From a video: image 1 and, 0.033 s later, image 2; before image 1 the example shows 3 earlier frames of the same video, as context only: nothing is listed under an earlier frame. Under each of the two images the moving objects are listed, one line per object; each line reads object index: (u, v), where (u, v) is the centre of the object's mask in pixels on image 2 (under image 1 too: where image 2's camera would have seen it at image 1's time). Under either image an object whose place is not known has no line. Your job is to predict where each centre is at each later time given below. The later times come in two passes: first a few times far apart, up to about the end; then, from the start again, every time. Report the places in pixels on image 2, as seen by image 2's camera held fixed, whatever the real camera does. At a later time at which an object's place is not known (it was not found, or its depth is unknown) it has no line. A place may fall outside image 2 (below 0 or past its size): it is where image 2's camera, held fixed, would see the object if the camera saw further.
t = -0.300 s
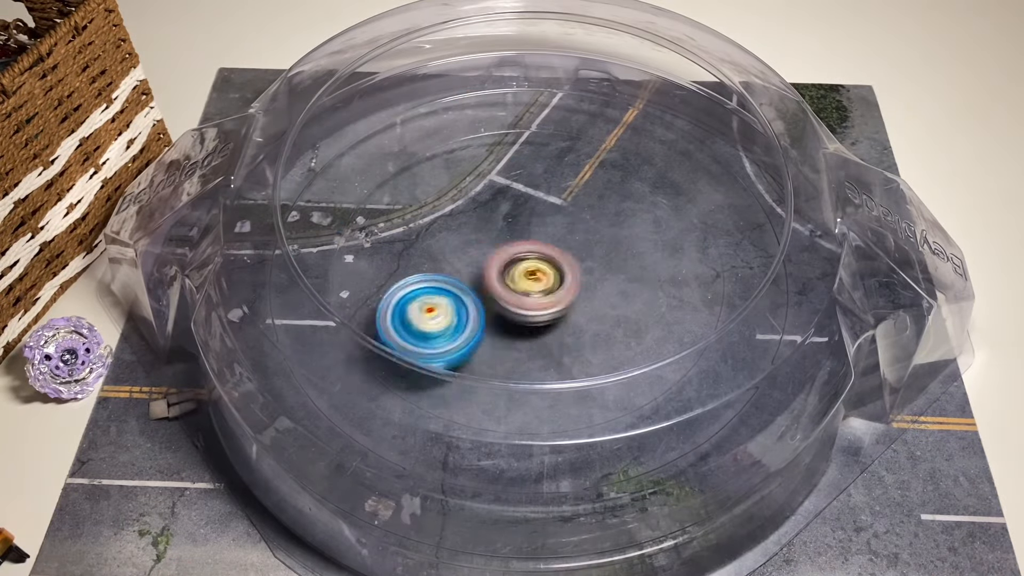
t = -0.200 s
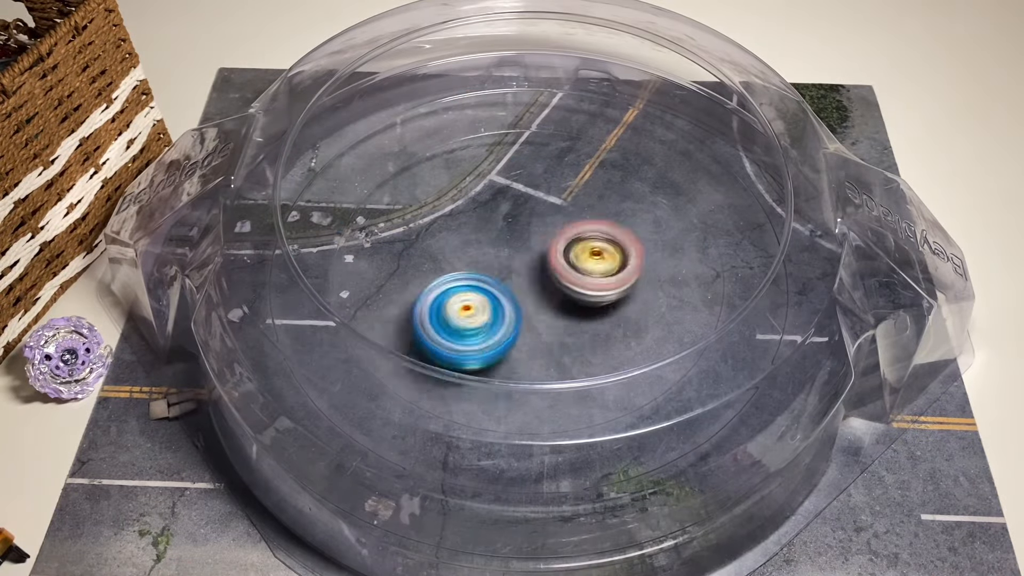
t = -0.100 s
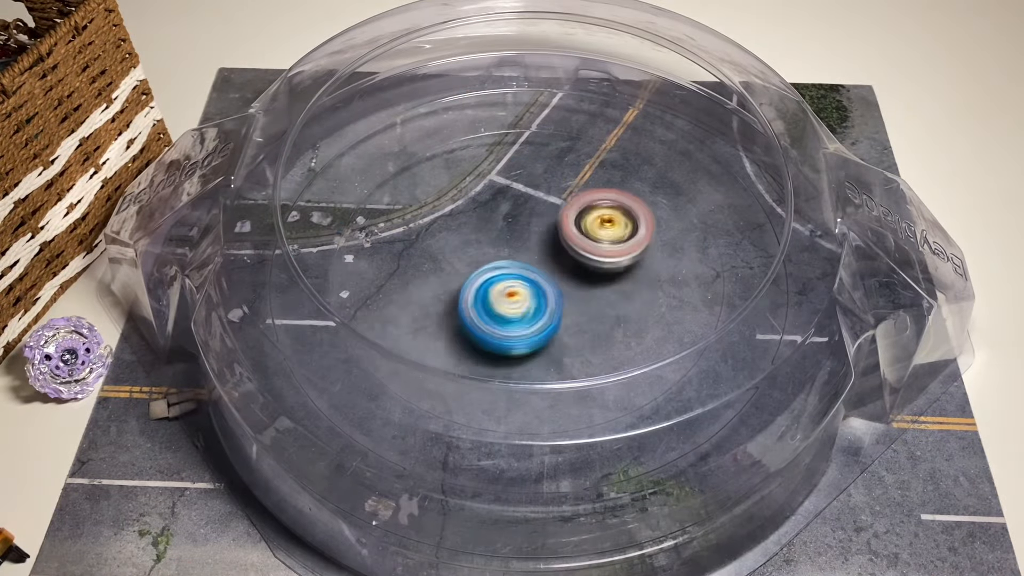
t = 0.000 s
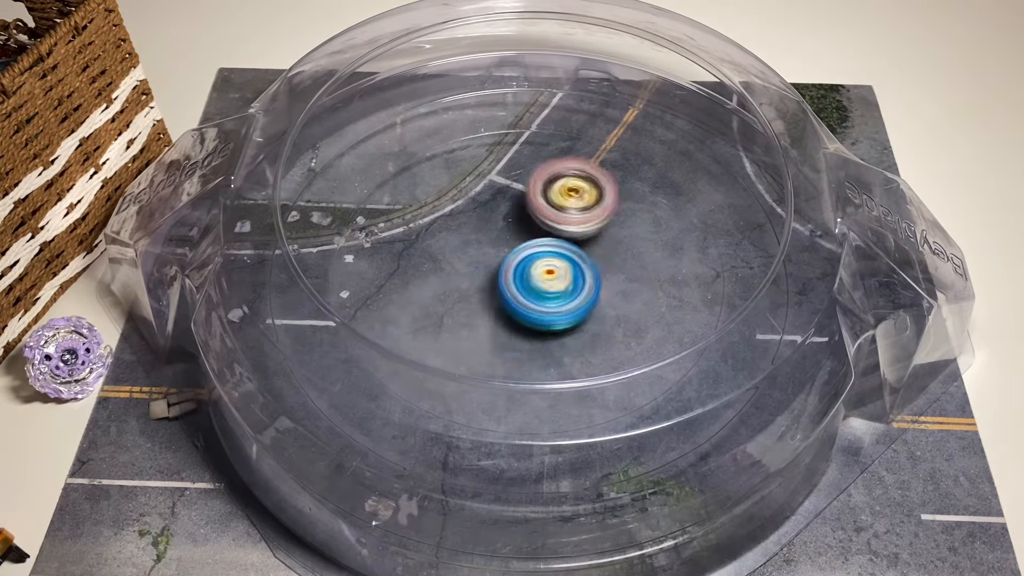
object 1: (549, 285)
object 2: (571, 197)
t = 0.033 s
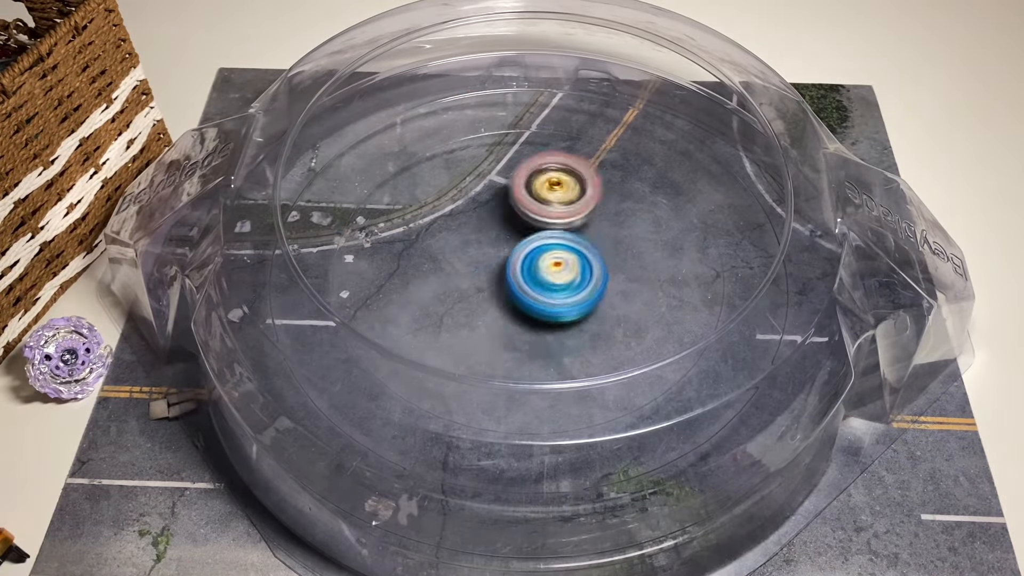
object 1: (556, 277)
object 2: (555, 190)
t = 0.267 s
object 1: (549, 250)
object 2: (449, 185)
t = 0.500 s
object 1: (539, 254)
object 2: (430, 253)
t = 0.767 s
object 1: (566, 232)
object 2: (496, 300)
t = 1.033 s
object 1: (546, 215)
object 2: (527, 294)
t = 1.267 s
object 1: (516, 218)
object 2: (529, 293)
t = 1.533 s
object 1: (505, 232)
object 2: (556, 293)
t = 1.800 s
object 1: (501, 247)
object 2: (589, 290)
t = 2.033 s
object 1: (493, 256)
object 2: (614, 290)
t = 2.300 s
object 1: (492, 267)
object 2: (615, 284)
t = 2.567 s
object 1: (415, 237)
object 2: (673, 287)
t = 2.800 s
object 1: (453, 263)
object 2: (612, 273)
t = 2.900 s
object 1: (465, 269)
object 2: (593, 268)
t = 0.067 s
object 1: (561, 270)
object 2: (537, 187)
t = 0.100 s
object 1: (563, 262)
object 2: (522, 183)
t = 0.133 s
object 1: (563, 258)
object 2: (504, 178)
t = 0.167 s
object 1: (561, 255)
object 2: (488, 176)
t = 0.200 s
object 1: (559, 252)
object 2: (472, 176)
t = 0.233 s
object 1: (554, 251)
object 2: (459, 180)
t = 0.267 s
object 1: (549, 250)
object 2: (449, 185)
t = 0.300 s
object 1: (544, 250)
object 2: (441, 194)
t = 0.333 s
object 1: (539, 250)
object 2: (436, 203)
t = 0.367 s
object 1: (534, 250)
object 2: (434, 214)
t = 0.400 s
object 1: (529, 252)
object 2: (435, 226)
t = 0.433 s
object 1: (532, 251)
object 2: (430, 235)
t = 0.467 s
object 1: (537, 255)
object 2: (428, 244)
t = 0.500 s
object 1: (539, 254)
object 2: (430, 253)
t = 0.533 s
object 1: (541, 256)
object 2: (435, 262)
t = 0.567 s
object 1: (543, 257)
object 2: (444, 270)
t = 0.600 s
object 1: (544, 256)
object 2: (454, 276)
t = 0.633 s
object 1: (550, 252)
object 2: (459, 283)
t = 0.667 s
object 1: (555, 250)
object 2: (468, 288)
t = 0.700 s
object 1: (558, 247)
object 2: (481, 292)
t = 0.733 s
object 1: (561, 243)
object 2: (493, 294)
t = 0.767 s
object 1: (566, 232)
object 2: (496, 300)
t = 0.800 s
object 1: (570, 226)
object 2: (502, 302)
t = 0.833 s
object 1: (570, 219)
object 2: (507, 302)
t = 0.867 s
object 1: (569, 215)
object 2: (512, 300)
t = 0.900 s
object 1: (565, 214)
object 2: (517, 298)
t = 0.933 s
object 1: (560, 215)
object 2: (521, 295)
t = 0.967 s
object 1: (556, 217)
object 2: (525, 292)
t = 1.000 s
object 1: (551, 218)
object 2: (528, 290)
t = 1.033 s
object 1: (546, 215)
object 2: (527, 294)
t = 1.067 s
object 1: (542, 215)
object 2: (526, 296)
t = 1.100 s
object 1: (537, 216)
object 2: (527, 295)
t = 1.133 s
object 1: (533, 216)
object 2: (528, 291)
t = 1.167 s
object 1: (528, 216)
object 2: (528, 291)
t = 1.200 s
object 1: (523, 216)
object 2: (528, 291)
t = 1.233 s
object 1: (520, 217)
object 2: (528, 291)
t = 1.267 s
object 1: (516, 218)
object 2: (529, 293)
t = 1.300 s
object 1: (513, 218)
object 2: (530, 295)
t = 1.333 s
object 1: (511, 220)
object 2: (531, 293)
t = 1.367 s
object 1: (509, 221)
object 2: (534, 296)
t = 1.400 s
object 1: (507, 221)
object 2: (538, 298)
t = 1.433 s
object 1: (506, 224)
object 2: (543, 298)
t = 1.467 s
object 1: (505, 227)
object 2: (547, 296)
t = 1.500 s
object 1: (505, 230)
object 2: (551, 293)
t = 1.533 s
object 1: (505, 232)
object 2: (556, 293)
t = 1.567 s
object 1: (504, 235)
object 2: (560, 293)
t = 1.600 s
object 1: (504, 237)
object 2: (563, 292)
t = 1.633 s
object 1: (503, 238)
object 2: (569, 295)
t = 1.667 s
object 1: (502, 239)
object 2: (574, 296)
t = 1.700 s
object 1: (502, 243)
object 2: (577, 294)
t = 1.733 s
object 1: (503, 246)
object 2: (578, 290)
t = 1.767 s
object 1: (503, 247)
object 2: (584, 290)
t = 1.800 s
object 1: (501, 247)
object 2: (589, 290)
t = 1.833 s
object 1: (500, 249)
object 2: (591, 289)
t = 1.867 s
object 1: (501, 251)
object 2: (592, 287)
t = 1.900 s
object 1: (502, 256)
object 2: (592, 285)
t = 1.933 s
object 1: (502, 257)
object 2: (594, 285)
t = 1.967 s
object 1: (497, 255)
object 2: (605, 288)
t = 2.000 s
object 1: (493, 256)
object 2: (610, 290)
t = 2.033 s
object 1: (493, 256)
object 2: (614, 290)
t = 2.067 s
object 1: (494, 260)
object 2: (614, 289)
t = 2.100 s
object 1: (496, 263)
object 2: (612, 287)
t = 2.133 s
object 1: (500, 266)
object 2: (608, 284)
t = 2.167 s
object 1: (506, 270)
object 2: (602, 282)
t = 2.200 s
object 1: (503, 267)
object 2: (607, 283)
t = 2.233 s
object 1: (497, 266)
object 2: (613, 284)
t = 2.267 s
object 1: (492, 266)
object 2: (616, 284)
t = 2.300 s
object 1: (492, 267)
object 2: (615, 284)
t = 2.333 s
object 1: (494, 269)
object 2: (612, 283)
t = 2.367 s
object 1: (497, 270)
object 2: (606, 282)
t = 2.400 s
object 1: (501, 272)
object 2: (599, 281)
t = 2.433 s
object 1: (485, 266)
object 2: (615, 282)
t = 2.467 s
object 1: (458, 256)
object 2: (640, 285)
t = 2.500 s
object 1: (438, 246)
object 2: (658, 287)
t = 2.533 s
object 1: (424, 240)
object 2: (669, 288)
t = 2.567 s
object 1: (415, 237)
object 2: (673, 287)
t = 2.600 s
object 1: (412, 238)
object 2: (673, 286)
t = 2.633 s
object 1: (412, 240)
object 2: (667, 284)
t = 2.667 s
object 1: (416, 243)
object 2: (659, 282)
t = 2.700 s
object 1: (422, 248)
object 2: (649, 280)
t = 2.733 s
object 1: (431, 253)
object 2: (639, 278)
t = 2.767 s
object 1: (441, 258)
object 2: (626, 275)
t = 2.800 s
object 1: (453, 263)
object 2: (612, 273)
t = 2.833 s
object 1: (465, 268)
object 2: (598, 271)
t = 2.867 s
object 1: (479, 272)
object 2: (583, 269)
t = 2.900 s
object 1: (465, 269)
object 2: (593, 268)
